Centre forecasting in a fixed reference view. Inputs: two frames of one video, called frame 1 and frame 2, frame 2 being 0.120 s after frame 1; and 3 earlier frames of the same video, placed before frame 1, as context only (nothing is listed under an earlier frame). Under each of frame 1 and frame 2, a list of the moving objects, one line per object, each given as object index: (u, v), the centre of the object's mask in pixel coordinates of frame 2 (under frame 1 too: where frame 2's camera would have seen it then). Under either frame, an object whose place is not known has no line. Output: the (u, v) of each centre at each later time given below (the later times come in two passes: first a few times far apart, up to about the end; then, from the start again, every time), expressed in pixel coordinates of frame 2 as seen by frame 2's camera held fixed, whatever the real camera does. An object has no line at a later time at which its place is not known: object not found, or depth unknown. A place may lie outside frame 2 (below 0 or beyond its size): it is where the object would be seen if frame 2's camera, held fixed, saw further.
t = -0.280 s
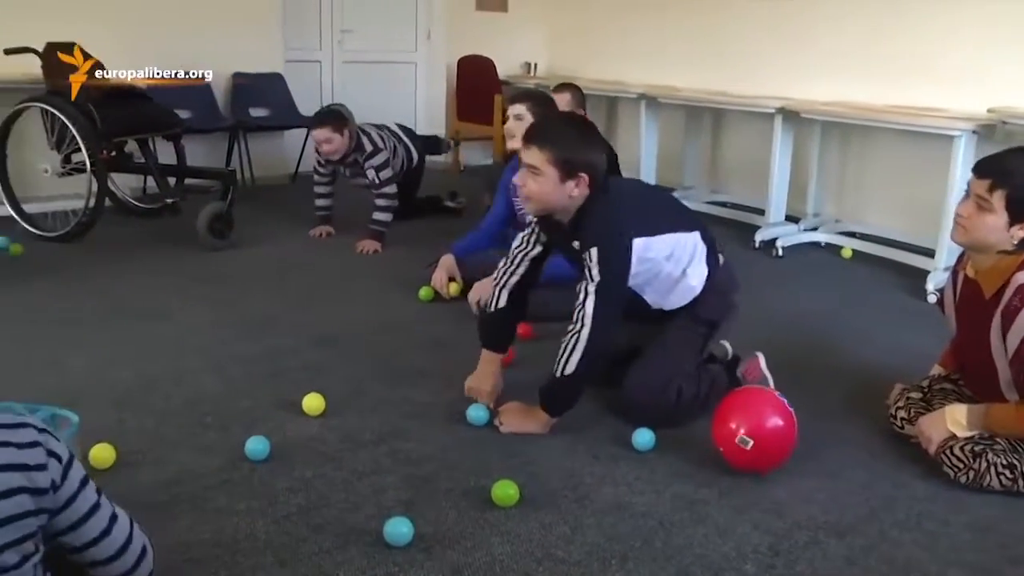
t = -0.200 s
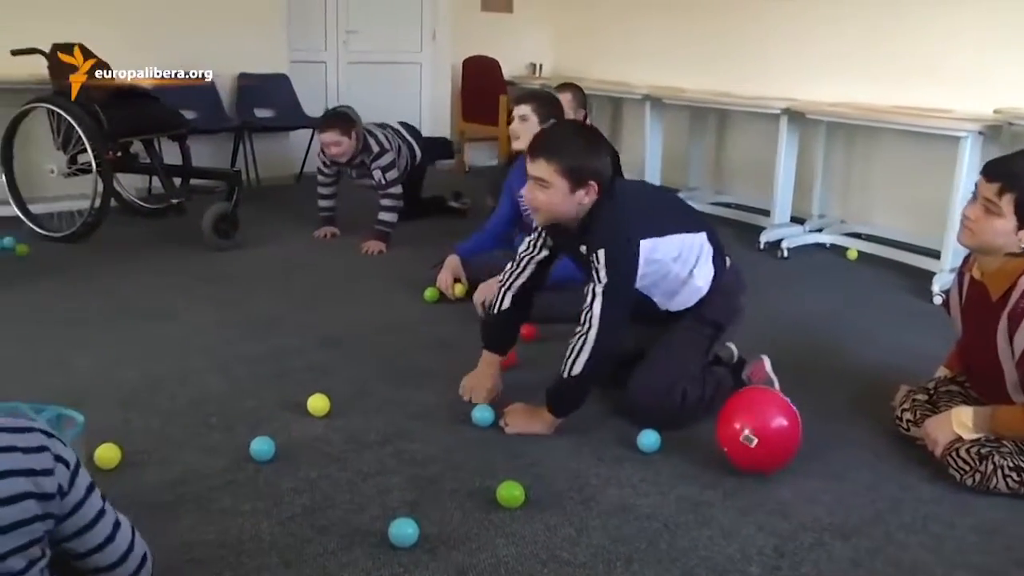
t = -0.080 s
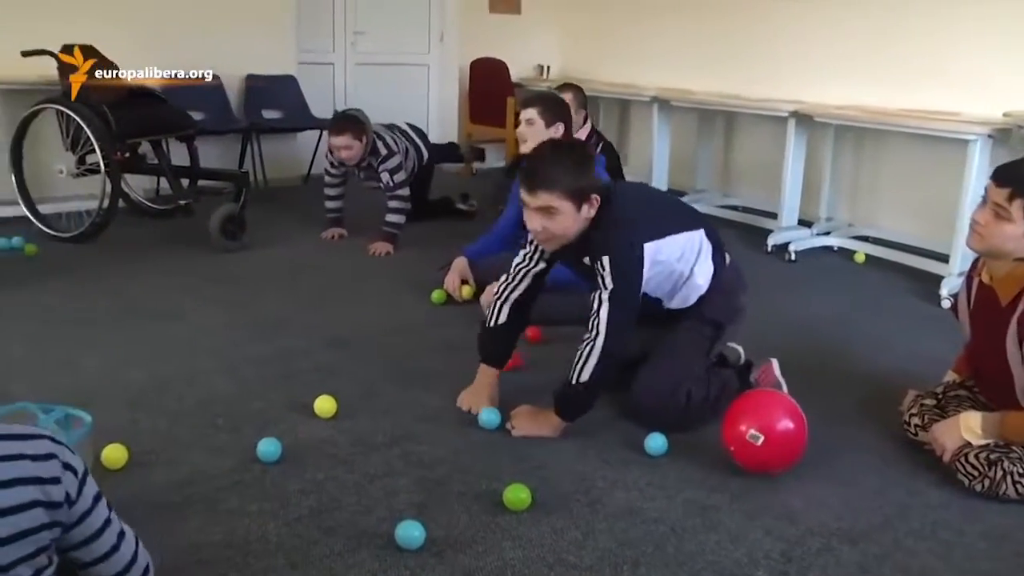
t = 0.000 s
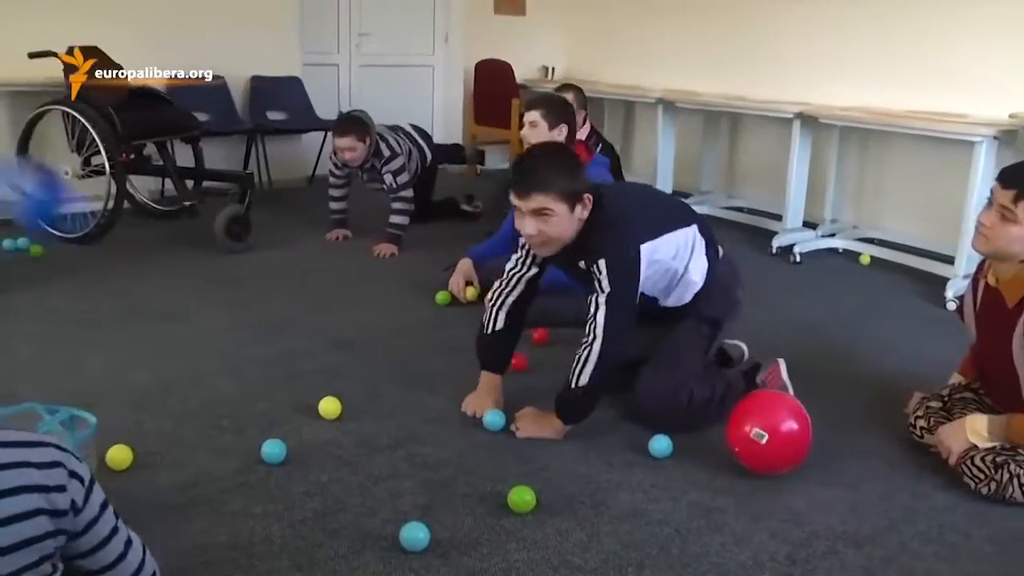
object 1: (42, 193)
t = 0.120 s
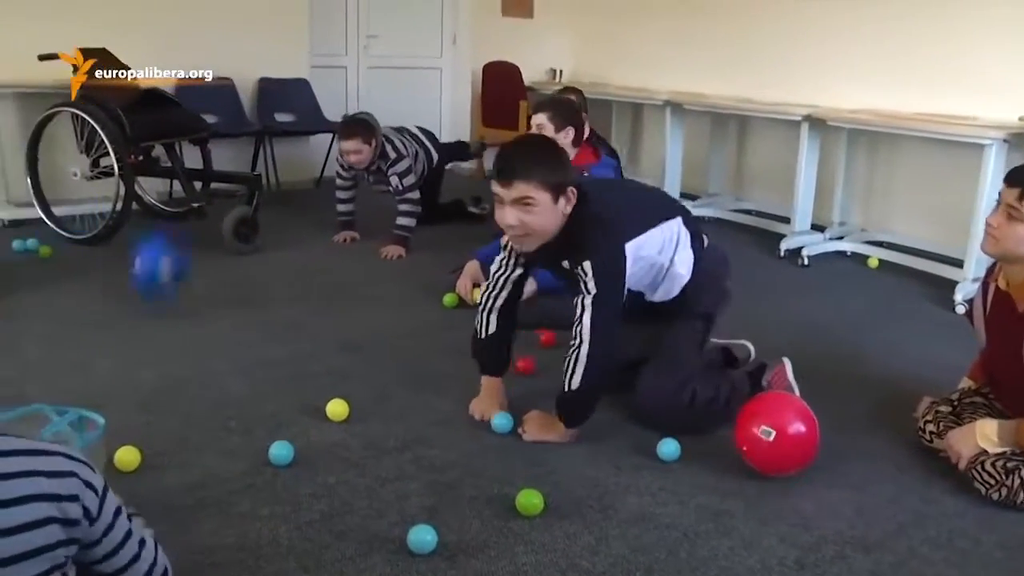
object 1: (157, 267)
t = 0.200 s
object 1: (178, 194)
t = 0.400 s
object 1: (227, 103)
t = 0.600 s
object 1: (276, 112)
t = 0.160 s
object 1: (167, 227)
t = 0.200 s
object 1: (178, 194)
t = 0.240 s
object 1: (187, 165)
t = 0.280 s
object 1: (198, 142)
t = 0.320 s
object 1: (207, 124)
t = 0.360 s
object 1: (217, 111)
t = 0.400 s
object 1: (227, 103)
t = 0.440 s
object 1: (237, 96)
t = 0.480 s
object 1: (247, 95)
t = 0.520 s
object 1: (258, 96)
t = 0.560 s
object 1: (267, 104)
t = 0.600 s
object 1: (276, 112)
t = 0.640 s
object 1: (284, 125)
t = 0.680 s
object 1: (291, 139)
